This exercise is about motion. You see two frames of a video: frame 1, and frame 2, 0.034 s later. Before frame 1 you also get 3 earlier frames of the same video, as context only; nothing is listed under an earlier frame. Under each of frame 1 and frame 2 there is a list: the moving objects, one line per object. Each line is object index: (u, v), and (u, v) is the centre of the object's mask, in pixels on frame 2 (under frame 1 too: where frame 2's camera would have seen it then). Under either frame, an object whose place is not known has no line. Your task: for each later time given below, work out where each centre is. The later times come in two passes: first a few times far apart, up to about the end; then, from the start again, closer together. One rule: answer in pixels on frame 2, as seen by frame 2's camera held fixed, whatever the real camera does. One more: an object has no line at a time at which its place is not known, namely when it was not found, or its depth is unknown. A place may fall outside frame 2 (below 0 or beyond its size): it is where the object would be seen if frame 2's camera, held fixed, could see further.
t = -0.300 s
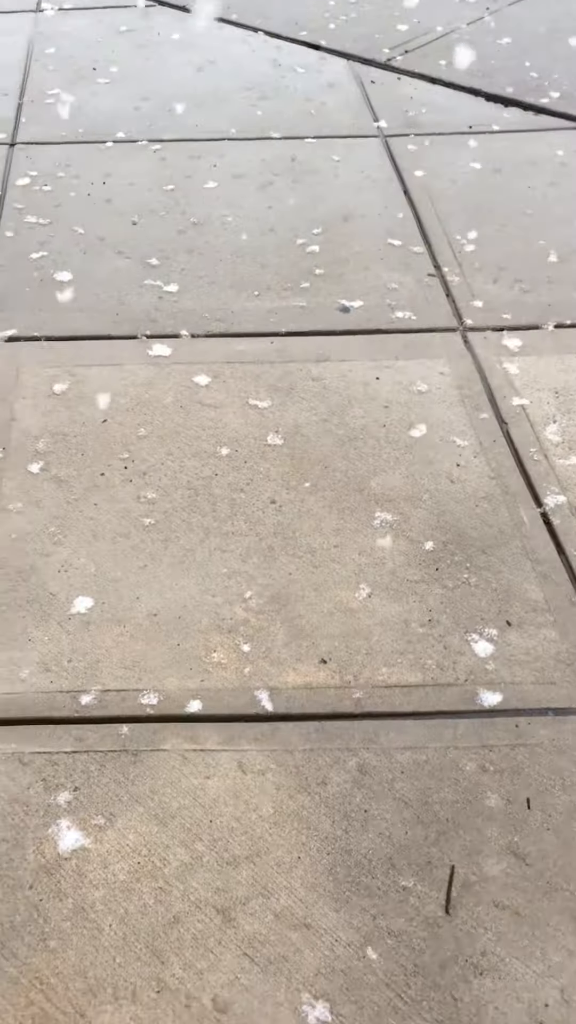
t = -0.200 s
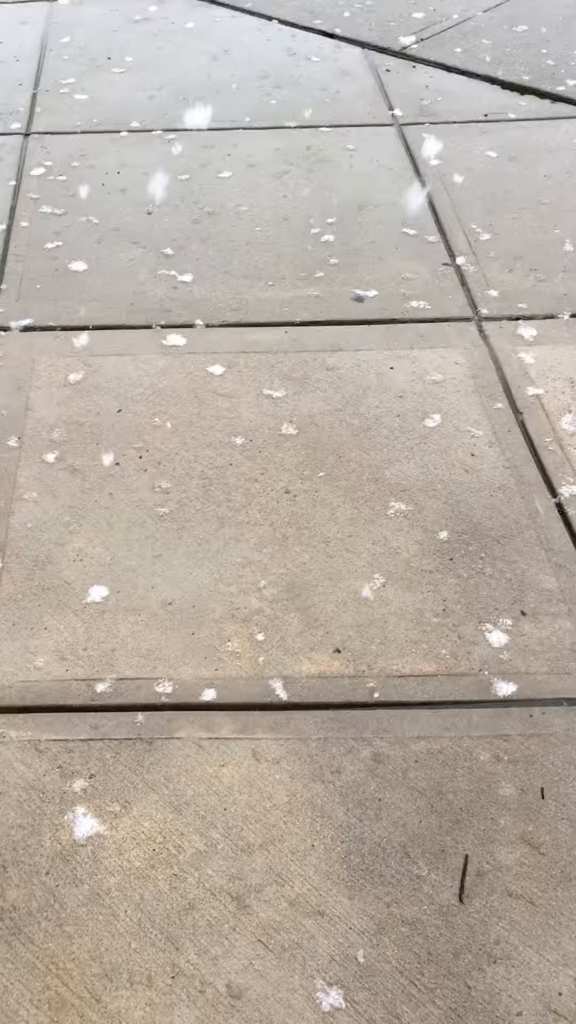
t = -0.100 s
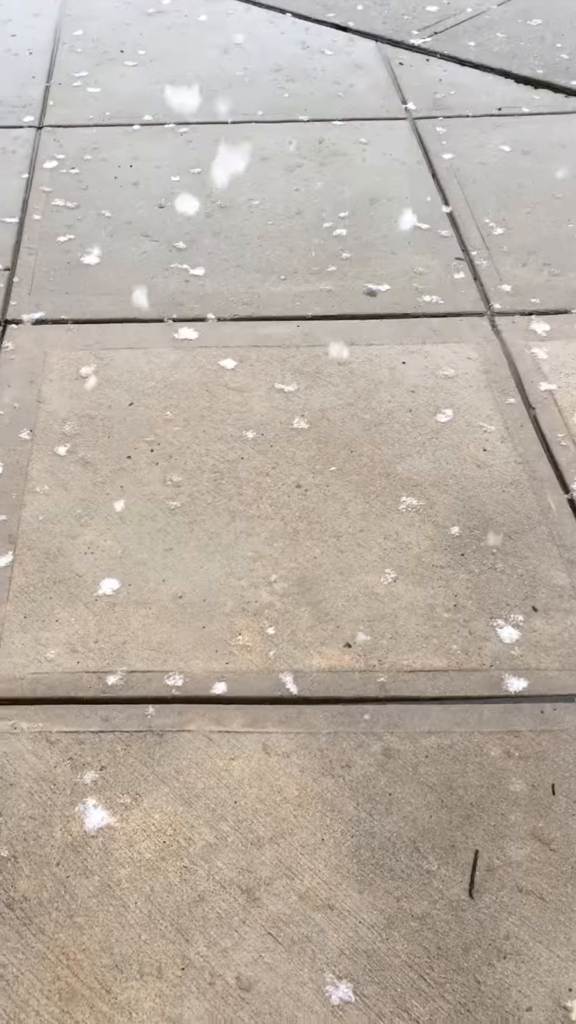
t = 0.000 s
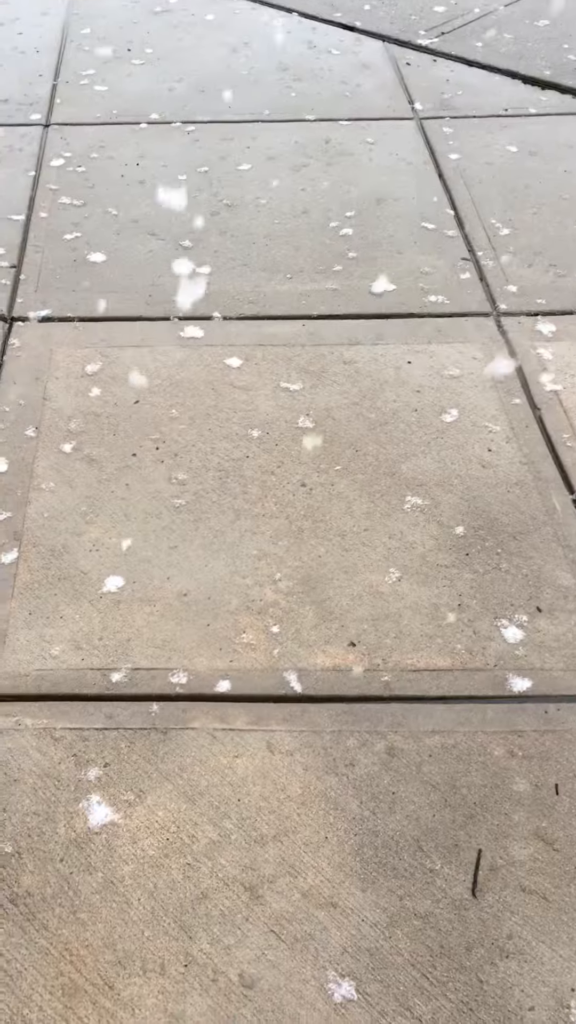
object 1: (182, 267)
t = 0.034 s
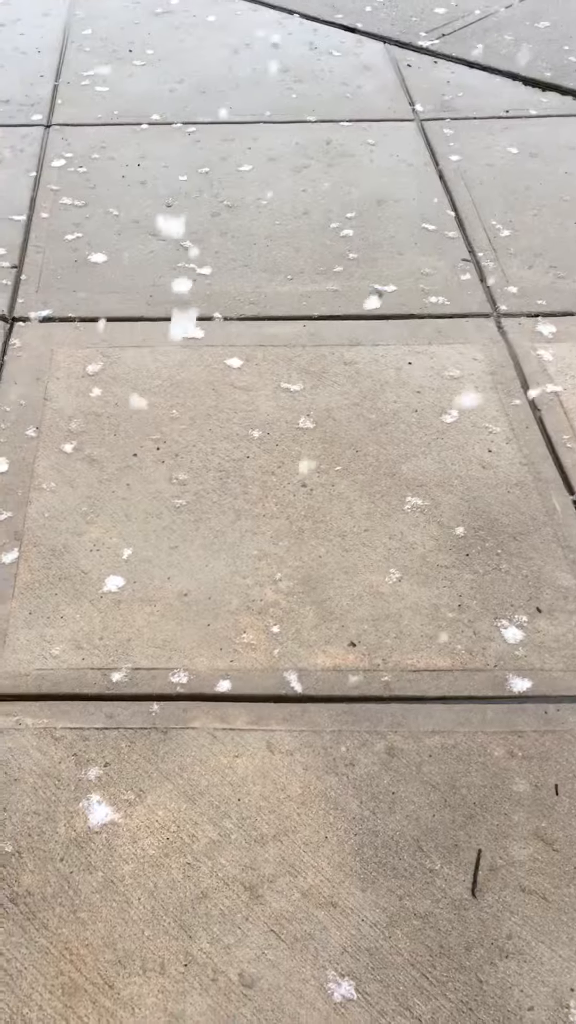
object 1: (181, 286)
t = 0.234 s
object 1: (173, 372)
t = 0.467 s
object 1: (171, 369)
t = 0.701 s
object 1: (169, 373)
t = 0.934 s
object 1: (169, 374)
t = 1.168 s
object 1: (169, 374)
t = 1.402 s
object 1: (169, 374)
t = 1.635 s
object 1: (169, 374)
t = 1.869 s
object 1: (170, 374)
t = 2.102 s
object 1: (172, 374)
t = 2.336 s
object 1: (176, 375)
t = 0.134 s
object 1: (178, 334)
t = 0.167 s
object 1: (176, 348)
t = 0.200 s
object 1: (174, 363)
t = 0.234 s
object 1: (173, 372)
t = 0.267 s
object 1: (177, 382)
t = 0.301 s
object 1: (171, 368)
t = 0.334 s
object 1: (171, 369)
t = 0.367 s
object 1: (171, 369)
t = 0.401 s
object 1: (171, 369)
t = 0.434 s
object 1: (171, 369)
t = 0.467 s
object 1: (171, 369)
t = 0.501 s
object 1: (171, 369)
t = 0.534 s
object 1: (171, 369)
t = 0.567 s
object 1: (171, 369)
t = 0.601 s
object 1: (169, 368)
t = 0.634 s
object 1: (169, 374)
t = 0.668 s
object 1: (169, 374)
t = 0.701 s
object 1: (169, 373)
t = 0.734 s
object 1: (169, 374)
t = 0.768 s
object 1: (169, 374)
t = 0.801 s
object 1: (169, 374)
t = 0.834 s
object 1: (169, 374)
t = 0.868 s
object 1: (169, 374)
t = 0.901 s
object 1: (169, 374)
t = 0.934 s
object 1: (169, 374)
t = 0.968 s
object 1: (169, 374)
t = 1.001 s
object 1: (169, 374)
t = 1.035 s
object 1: (169, 374)
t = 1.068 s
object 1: (169, 374)
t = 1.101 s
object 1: (169, 374)
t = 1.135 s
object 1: (169, 374)
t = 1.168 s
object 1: (169, 374)
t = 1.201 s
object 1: (169, 374)
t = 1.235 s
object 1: (169, 374)
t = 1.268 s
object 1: (169, 374)
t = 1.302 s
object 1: (169, 374)
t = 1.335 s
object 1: (169, 374)
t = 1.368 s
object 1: (169, 374)
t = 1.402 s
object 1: (169, 374)
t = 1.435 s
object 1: (169, 374)
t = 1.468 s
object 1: (169, 374)
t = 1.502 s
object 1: (169, 374)
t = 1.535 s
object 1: (169, 374)
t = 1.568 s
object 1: (169, 374)
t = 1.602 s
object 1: (169, 374)
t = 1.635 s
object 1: (169, 374)
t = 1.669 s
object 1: (170, 374)
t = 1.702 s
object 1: (169, 374)
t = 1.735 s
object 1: (169, 374)
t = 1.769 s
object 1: (170, 374)
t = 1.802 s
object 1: (169, 374)
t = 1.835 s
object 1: (170, 374)
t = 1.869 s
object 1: (170, 374)
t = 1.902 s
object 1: (170, 374)
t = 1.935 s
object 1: (170, 374)
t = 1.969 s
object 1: (170, 375)
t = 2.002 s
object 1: (171, 374)
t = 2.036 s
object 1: (171, 375)
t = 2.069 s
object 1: (171, 375)
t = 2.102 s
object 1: (172, 374)
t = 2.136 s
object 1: (172, 374)
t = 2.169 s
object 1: (173, 375)
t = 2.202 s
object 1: (173, 375)
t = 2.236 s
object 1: (174, 375)
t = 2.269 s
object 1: (174, 375)
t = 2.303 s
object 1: (174, 376)
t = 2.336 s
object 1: (176, 375)
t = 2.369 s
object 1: (176, 375)
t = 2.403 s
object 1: (177, 375)
